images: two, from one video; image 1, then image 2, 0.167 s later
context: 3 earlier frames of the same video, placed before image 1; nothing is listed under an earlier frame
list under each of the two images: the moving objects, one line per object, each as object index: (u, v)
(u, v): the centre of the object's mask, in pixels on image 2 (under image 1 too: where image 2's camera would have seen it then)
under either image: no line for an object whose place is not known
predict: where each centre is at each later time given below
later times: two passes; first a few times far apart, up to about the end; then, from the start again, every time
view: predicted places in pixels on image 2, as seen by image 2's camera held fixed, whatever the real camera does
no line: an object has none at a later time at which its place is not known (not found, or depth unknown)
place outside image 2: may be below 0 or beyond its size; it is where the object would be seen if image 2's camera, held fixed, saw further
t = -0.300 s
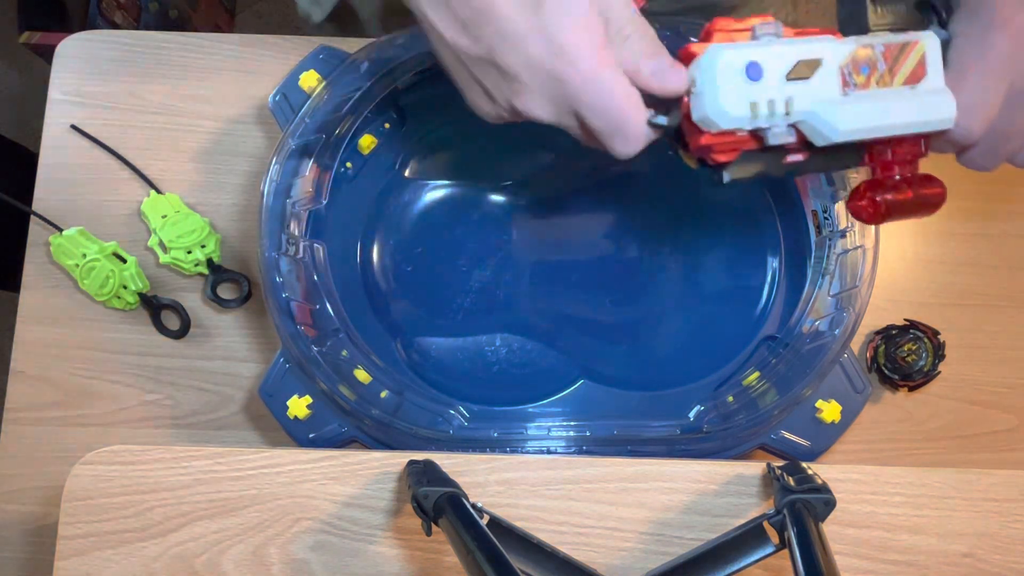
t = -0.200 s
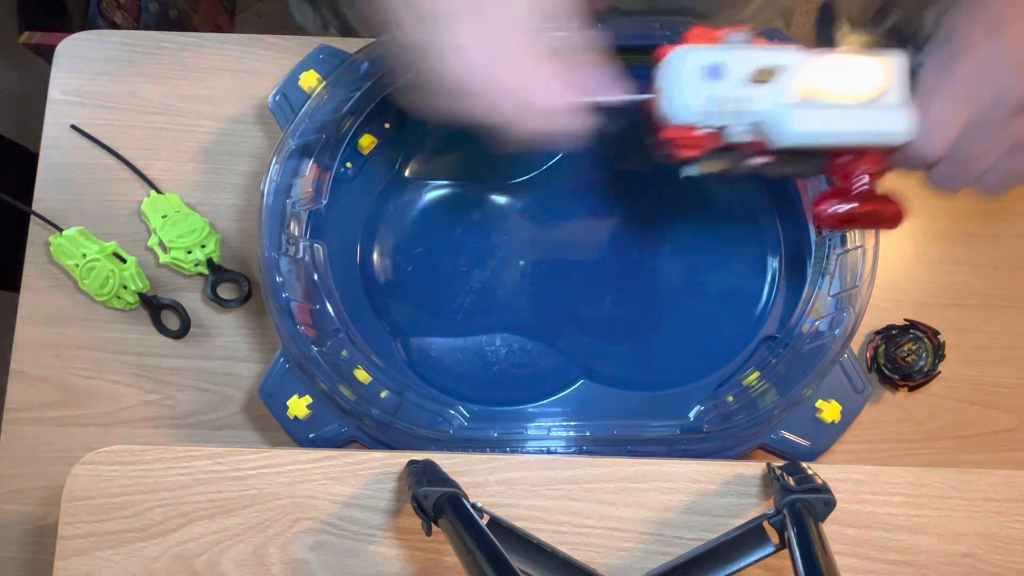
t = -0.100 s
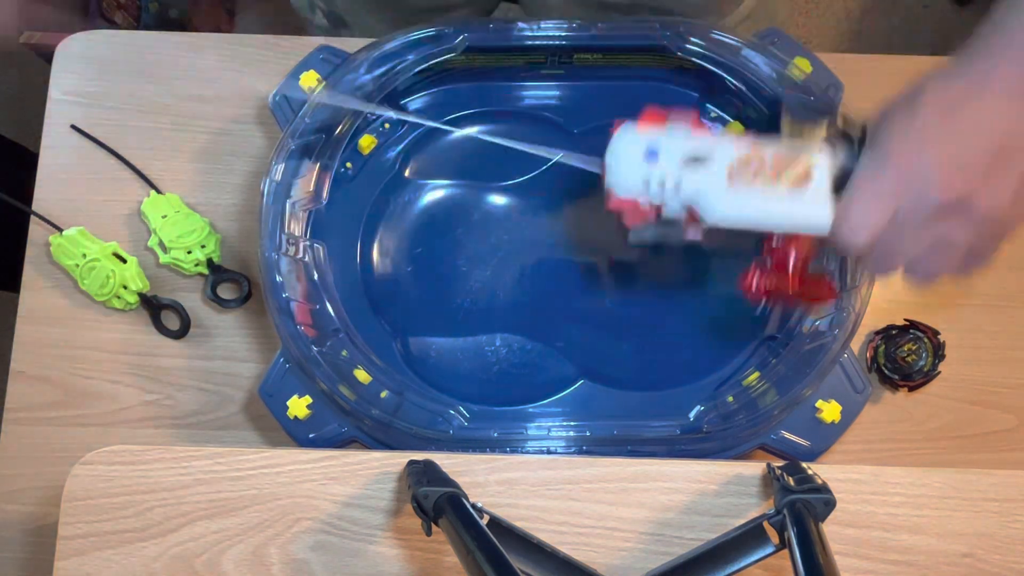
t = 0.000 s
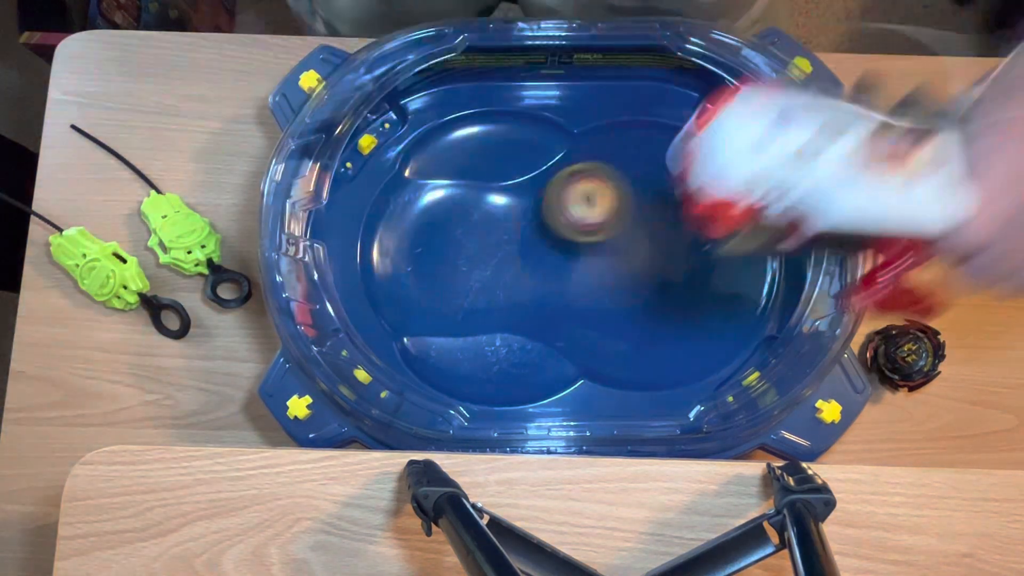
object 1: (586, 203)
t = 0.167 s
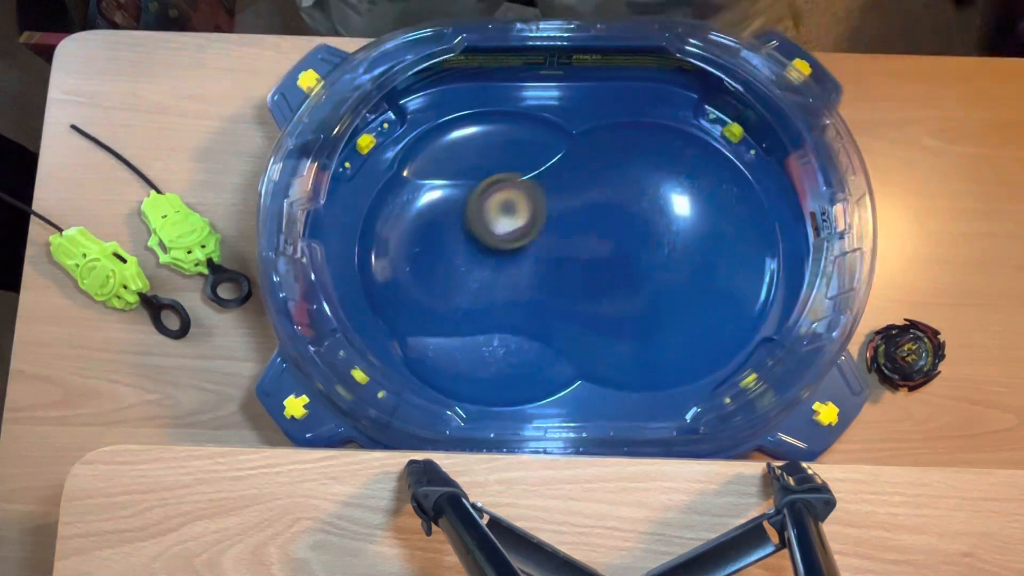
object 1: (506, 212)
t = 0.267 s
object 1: (482, 228)
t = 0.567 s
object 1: (598, 274)
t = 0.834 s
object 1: (755, 209)
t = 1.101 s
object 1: (546, 227)
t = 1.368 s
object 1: (479, 335)
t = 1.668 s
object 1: (592, 271)
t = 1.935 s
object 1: (695, 239)
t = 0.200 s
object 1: (491, 221)
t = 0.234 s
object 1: (486, 223)
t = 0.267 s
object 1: (482, 228)
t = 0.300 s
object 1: (480, 235)
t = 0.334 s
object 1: (485, 238)
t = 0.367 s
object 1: (493, 244)
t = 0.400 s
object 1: (507, 248)
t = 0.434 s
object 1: (523, 255)
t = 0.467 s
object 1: (541, 259)
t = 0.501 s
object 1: (559, 265)
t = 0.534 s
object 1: (577, 270)
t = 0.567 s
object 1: (598, 274)
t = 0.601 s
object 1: (622, 276)
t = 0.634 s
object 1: (649, 274)
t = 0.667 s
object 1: (676, 268)
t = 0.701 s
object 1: (706, 258)
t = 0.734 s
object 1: (728, 245)
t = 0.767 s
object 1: (745, 232)
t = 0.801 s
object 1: (755, 219)
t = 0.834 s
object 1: (755, 209)
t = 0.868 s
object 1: (745, 203)
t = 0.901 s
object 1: (728, 200)
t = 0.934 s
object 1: (705, 199)
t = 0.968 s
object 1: (675, 200)
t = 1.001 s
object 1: (642, 201)
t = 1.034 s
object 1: (609, 205)
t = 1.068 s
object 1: (578, 212)
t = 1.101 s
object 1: (546, 227)
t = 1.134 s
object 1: (521, 242)
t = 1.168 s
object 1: (499, 260)
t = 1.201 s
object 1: (485, 277)
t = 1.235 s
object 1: (476, 294)
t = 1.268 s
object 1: (472, 309)
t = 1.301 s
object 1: (471, 321)
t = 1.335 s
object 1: (473, 329)
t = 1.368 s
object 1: (479, 335)
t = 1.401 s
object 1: (486, 339)
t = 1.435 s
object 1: (495, 339)
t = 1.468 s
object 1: (505, 336)
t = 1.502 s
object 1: (514, 329)
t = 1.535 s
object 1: (524, 318)
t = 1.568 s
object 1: (537, 305)
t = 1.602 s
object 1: (554, 291)
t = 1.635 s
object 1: (573, 279)
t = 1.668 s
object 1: (592, 271)
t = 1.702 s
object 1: (609, 266)
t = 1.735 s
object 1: (622, 265)
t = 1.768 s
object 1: (634, 265)
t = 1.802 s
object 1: (646, 266)
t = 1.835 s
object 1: (660, 265)
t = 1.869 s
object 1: (674, 259)
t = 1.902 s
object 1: (686, 250)
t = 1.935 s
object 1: (695, 239)
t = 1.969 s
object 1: (699, 226)
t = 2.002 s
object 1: (697, 215)
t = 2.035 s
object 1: (693, 205)
